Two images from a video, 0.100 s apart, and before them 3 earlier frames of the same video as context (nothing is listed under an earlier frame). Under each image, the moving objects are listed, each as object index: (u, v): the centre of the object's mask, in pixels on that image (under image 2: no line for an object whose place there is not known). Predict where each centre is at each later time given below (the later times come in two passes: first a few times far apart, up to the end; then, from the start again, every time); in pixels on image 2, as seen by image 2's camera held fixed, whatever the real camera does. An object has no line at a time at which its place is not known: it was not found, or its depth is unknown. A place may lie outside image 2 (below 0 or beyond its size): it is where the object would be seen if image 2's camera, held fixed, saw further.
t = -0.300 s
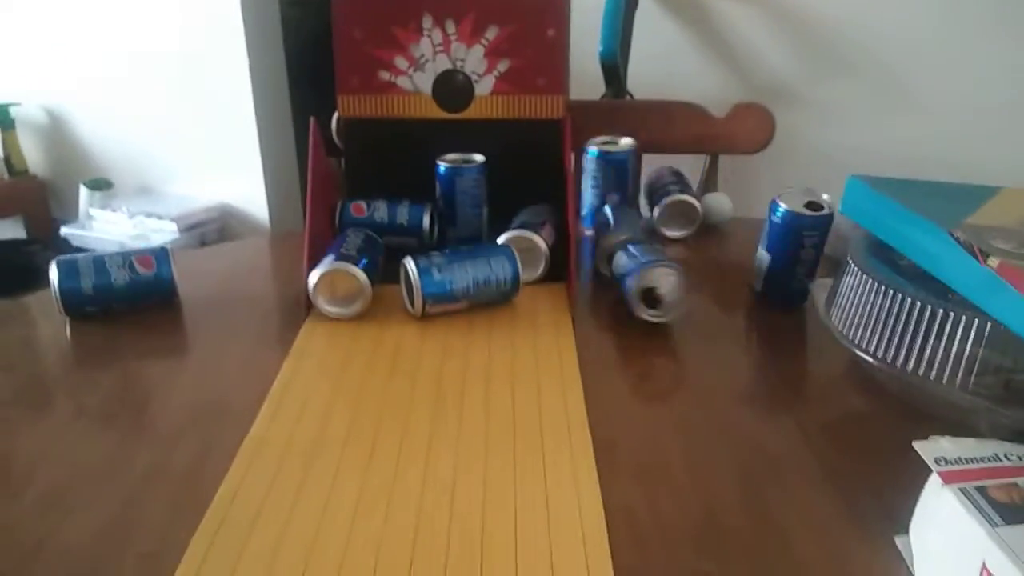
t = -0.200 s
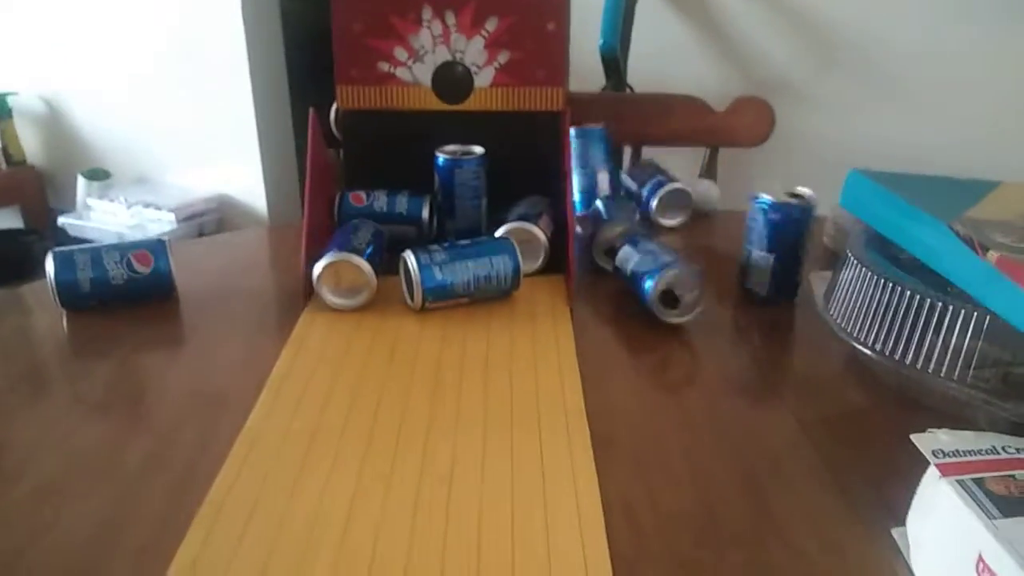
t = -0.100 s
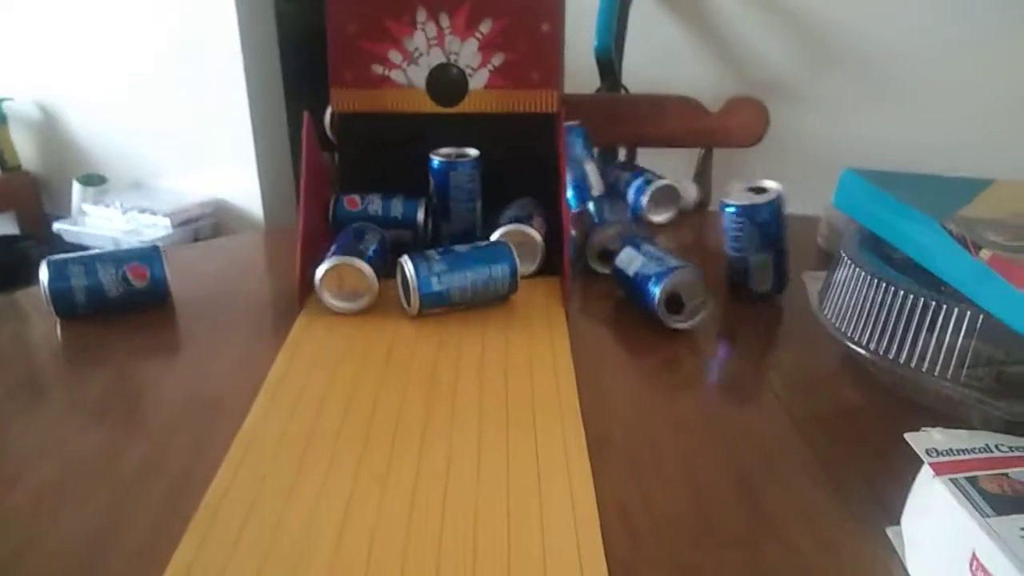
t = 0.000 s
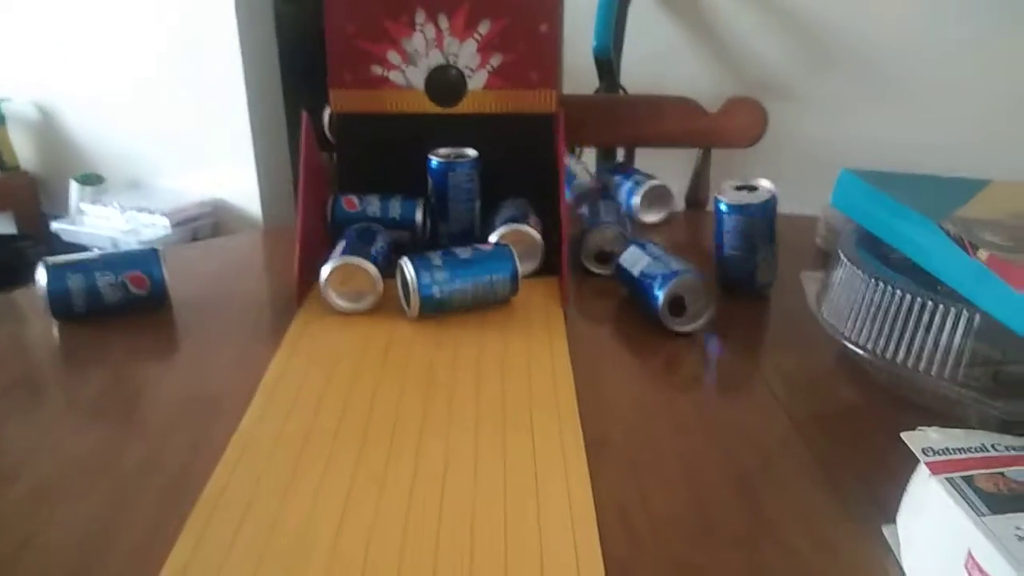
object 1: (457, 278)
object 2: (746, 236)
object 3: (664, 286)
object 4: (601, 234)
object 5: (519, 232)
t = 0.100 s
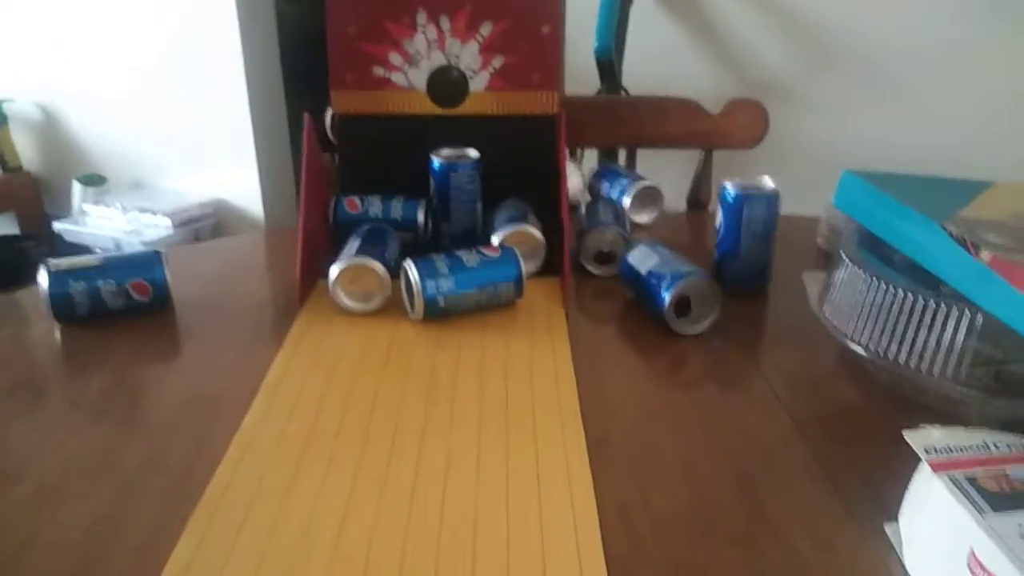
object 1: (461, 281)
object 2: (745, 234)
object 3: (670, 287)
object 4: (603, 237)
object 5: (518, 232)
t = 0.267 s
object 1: (465, 287)
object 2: (756, 230)
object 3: (674, 285)
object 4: (597, 237)
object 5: (514, 232)
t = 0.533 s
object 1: (474, 295)
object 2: (773, 235)
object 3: (678, 284)
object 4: (592, 236)
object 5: (508, 232)
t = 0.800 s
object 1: (484, 305)
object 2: (748, 232)
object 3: (680, 283)
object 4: (595, 218)
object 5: (503, 236)
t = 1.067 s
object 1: (497, 318)
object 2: (762, 231)
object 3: (682, 283)
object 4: (592, 223)
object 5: (502, 239)
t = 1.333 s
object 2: (753, 232)
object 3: (679, 283)
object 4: (591, 228)
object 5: (502, 239)
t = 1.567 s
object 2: (756, 232)
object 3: (677, 282)
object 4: (591, 228)
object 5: (502, 238)
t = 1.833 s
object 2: (753, 233)
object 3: (677, 282)
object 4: (591, 228)
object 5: (502, 238)
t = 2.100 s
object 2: (754, 233)
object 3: (677, 283)
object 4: (591, 228)
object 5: (502, 238)
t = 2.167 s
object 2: (755, 233)
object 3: (676, 282)
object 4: (592, 229)
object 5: (502, 238)
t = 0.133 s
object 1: (462, 282)
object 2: (746, 233)
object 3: (670, 286)
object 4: (601, 236)
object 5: (519, 233)
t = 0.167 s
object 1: (462, 283)
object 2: (747, 232)
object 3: (671, 286)
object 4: (600, 237)
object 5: (517, 232)
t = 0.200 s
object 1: (464, 284)
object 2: (749, 231)
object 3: (672, 285)
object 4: (600, 236)
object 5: (517, 232)
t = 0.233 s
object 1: (464, 285)
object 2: (753, 230)
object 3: (673, 285)
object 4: (598, 236)
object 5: (516, 232)
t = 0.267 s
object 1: (465, 287)
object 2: (756, 230)
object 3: (674, 285)
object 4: (597, 237)
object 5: (514, 232)
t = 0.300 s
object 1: (466, 287)
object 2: (762, 231)
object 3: (675, 285)
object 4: (597, 237)
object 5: (514, 231)
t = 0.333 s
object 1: (468, 289)
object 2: (768, 232)
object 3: (675, 284)
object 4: (596, 236)
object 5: (513, 231)
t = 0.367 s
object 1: (468, 290)
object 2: (771, 233)
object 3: (675, 284)
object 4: (595, 236)
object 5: (512, 231)
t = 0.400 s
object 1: (469, 291)
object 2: (773, 233)
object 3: (676, 284)
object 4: (594, 236)
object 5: (511, 231)
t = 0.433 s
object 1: (470, 292)
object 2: (774, 233)
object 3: (677, 284)
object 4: (593, 237)
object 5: (510, 231)
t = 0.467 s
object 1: (472, 293)
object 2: (775, 235)
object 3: (677, 284)
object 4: (593, 237)
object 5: (510, 232)
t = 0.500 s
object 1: (473, 294)
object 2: (774, 237)
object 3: (678, 284)
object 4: (593, 237)
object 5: (509, 232)
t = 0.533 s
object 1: (474, 295)
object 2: (773, 235)
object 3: (678, 284)
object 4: (592, 236)
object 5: (508, 232)
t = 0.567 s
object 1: (475, 296)
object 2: (772, 236)
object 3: (678, 284)
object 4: (593, 236)
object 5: (507, 232)
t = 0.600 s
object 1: (476, 297)
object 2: (770, 237)
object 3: (679, 284)
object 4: (593, 237)
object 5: (506, 233)
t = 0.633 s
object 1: (477, 299)
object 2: (767, 237)
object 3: (679, 284)
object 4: (593, 237)
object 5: (505, 234)
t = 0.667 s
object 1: (479, 300)
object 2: (764, 237)
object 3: (679, 283)
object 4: (594, 236)
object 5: (505, 235)
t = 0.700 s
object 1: (480, 301)
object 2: (760, 238)
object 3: (679, 283)
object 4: (594, 236)
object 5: (505, 235)
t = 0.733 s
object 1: (481, 303)
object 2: (754, 236)
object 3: (679, 284)
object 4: (596, 218)
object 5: (503, 237)
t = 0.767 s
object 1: (483, 304)
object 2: (750, 234)
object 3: (680, 284)
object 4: (596, 218)
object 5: (503, 236)
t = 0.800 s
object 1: (484, 305)
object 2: (748, 232)
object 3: (680, 283)
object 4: (595, 218)
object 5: (503, 236)
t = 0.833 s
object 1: (485, 307)
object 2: (747, 231)
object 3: (681, 284)
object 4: (595, 219)
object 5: (503, 237)
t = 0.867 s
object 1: (487, 308)
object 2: (749, 230)
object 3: (681, 284)
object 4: (594, 219)
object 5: (502, 238)
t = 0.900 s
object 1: (488, 310)
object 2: (751, 230)
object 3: (681, 283)
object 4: (594, 220)
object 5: (502, 238)
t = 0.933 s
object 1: (490, 312)
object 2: (754, 230)
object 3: (681, 283)
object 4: (593, 220)
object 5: (502, 239)
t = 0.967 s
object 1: (491, 313)
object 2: (757, 231)
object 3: (681, 283)
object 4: (593, 221)
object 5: (502, 239)
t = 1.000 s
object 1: (493, 315)
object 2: (759, 230)
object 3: (681, 283)
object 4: (592, 222)
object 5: (502, 239)
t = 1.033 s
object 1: (495, 317)
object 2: (761, 231)
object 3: (682, 283)
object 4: (592, 222)
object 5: (502, 239)
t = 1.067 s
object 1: (497, 318)
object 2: (762, 231)
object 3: (682, 283)
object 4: (592, 223)
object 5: (502, 239)
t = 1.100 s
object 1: (499, 320)
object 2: (765, 233)
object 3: (681, 283)
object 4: (591, 223)
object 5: (502, 239)
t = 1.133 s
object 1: (500, 322)
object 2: (767, 233)
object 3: (681, 284)
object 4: (591, 224)
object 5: (502, 239)
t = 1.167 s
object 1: (503, 324)
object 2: (768, 234)
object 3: (680, 283)
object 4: (591, 225)
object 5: (502, 239)
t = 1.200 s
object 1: (504, 327)
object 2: (767, 234)
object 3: (680, 283)
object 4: (591, 226)
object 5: (502, 239)
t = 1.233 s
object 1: (506, 329)
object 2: (764, 234)
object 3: (680, 284)
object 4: (591, 228)
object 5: (502, 239)
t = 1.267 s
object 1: (509, 331)
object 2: (760, 234)
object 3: (680, 283)
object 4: (591, 228)
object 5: (502, 239)
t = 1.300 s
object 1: (511, 334)
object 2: (756, 234)
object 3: (679, 283)
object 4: (591, 227)
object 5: (502, 239)
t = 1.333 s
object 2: (753, 232)
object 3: (679, 283)
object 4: (591, 228)
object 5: (502, 239)
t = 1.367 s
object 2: (752, 232)
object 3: (679, 283)
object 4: (591, 228)
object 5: (503, 238)
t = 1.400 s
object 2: (752, 232)
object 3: (679, 282)
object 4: (591, 227)
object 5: (502, 238)
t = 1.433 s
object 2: (751, 232)
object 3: (678, 283)
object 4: (591, 228)
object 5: (502, 238)
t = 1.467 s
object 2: (750, 231)
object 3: (678, 282)
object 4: (591, 228)
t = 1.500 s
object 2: (751, 230)
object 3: (678, 282)
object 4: (591, 228)
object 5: (502, 238)
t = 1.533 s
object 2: (753, 231)
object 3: (678, 282)
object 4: (591, 228)
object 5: (502, 238)
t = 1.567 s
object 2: (756, 232)
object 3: (677, 282)
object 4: (591, 228)
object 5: (502, 238)
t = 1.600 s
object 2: (759, 233)
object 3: (677, 282)
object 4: (591, 228)
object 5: (502, 238)
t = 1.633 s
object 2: (760, 233)
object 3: (677, 282)
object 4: (591, 228)
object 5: (502, 238)
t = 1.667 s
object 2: (759, 233)
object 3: (677, 282)
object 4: (591, 227)
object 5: (502, 238)
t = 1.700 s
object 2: (756, 234)
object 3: (677, 282)
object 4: (591, 228)
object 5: (502, 238)
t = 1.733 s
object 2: (754, 234)
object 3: (677, 282)
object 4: (591, 228)
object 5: (502, 238)
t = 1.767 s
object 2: (753, 234)
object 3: (677, 282)
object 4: (591, 228)
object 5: (502, 238)
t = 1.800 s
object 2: (752, 233)
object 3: (677, 282)
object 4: (591, 228)
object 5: (502, 238)
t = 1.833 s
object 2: (753, 233)
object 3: (677, 282)
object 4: (591, 228)
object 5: (502, 238)
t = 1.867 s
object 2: (754, 233)
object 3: (678, 283)
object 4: (591, 228)
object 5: (502, 238)
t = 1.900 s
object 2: (754, 233)
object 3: (677, 283)
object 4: (591, 228)
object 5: (503, 238)
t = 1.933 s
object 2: (754, 233)
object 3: (678, 283)
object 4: (591, 228)
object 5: (503, 238)
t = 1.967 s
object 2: (754, 234)
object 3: (678, 283)
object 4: (591, 228)
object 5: (502, 238)
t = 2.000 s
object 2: (754, 234)
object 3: (678, 283)
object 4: (591, 228)
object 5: (502, 238)
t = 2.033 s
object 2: (754, 233)
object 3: (677, 283)
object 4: (591, 228)
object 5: (503, 238)
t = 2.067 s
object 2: (754, 234)
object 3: (678, 283)
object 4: (591, 228)
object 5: (502, 238)
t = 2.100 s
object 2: (754, 233)
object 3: (677, 283)
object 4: (591, 228)
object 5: (502, 238)
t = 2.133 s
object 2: (755, 233)
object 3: (678, 283)
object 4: (591, 228)
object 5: (502, 238)
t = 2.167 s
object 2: (755, 233)
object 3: (676, 282)
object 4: (592, 229)
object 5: (502, 238)
